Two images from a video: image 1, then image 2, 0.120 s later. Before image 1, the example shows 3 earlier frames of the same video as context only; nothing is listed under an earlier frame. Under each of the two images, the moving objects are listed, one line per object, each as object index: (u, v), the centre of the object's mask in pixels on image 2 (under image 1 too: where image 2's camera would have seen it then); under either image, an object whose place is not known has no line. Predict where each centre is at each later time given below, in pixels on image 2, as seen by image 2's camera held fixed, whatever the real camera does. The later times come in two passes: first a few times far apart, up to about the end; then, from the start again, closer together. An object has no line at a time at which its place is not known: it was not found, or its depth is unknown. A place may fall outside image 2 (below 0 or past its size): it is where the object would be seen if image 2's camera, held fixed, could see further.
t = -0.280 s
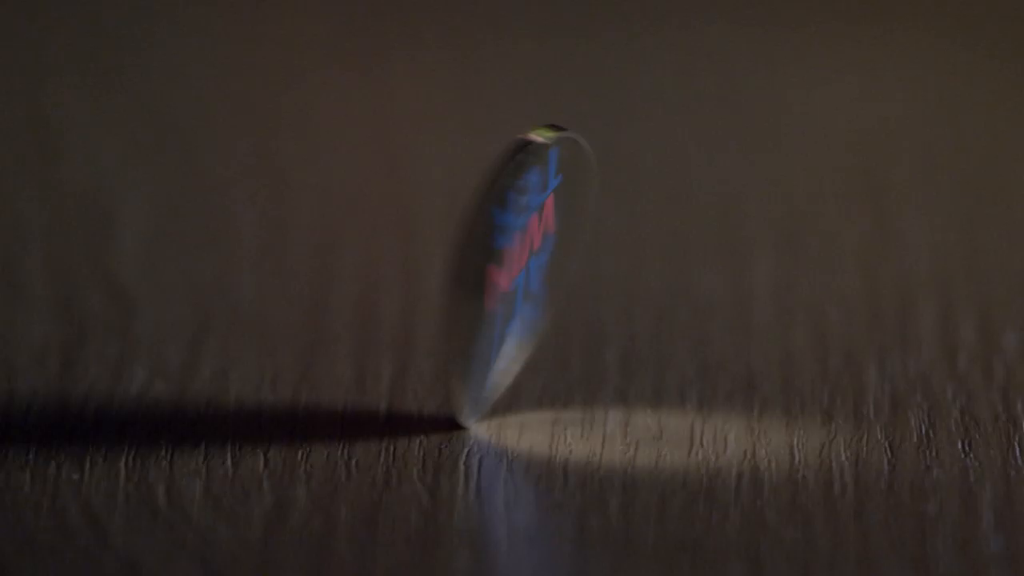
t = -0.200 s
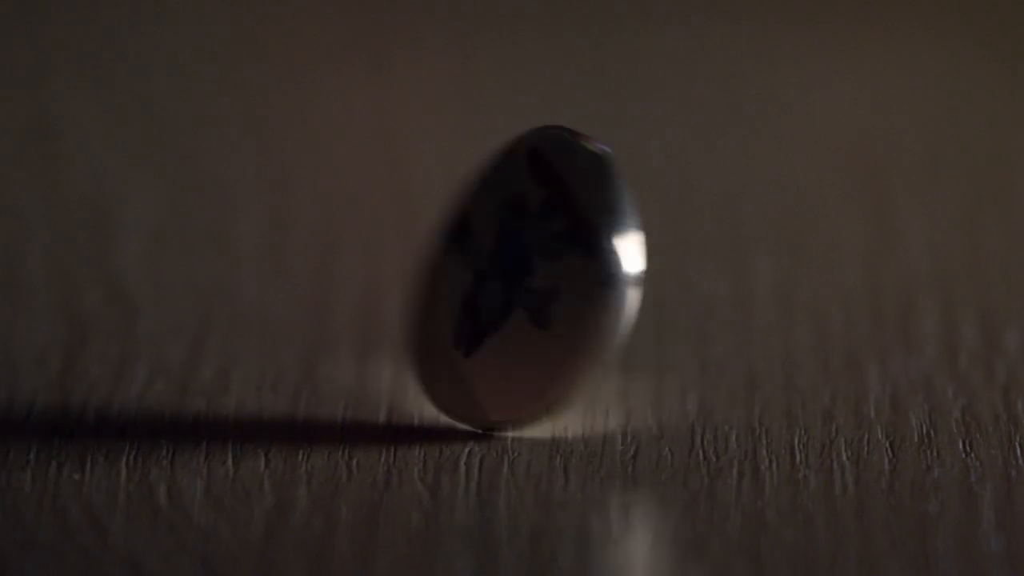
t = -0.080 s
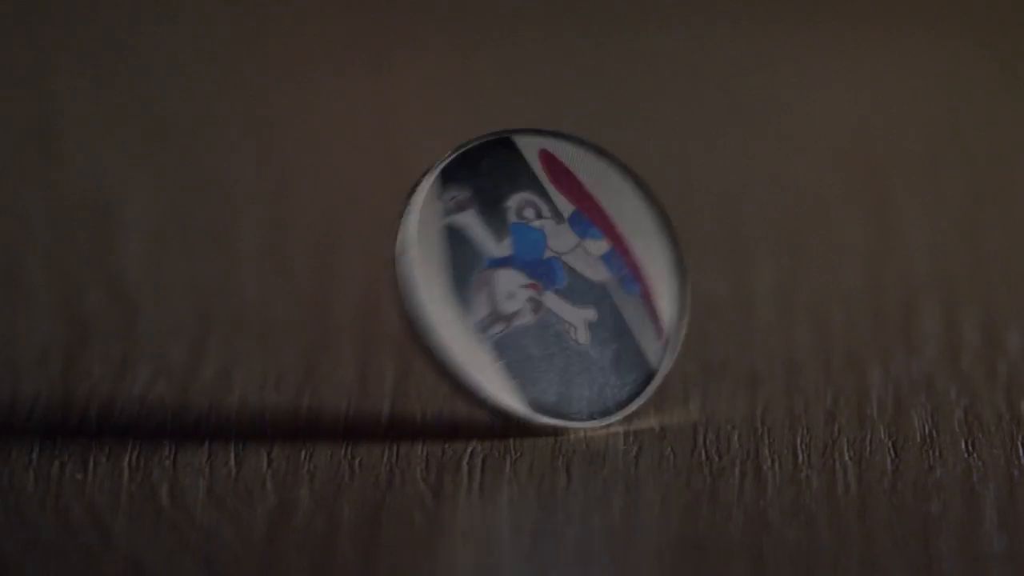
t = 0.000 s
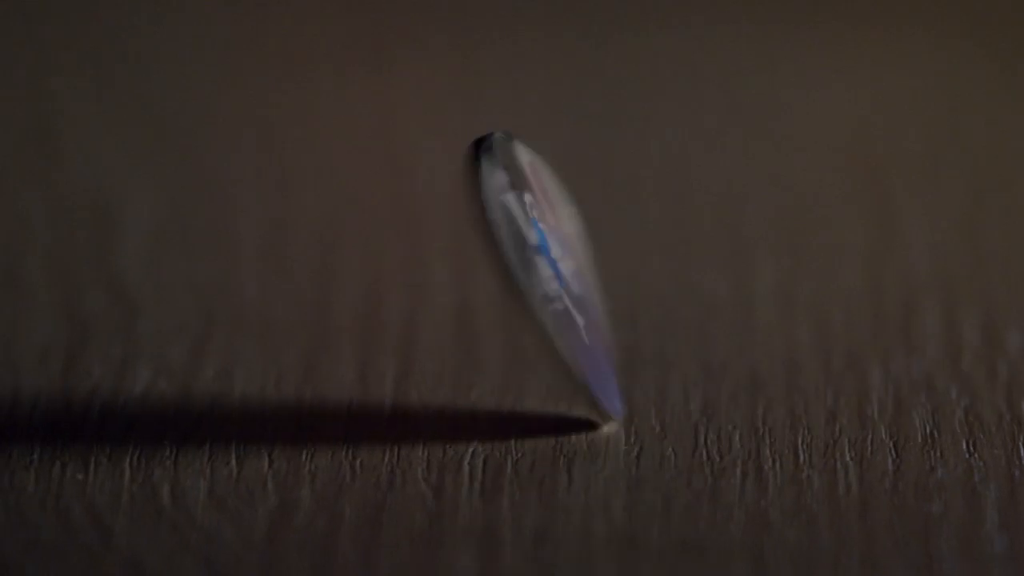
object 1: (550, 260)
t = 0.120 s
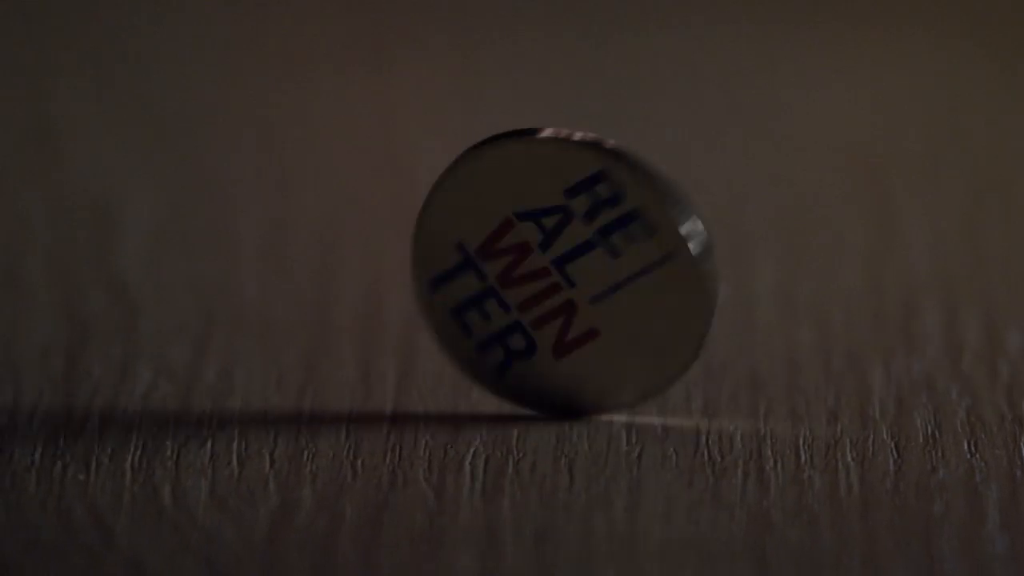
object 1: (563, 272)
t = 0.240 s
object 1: (578, 265)
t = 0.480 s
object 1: (598, 272)
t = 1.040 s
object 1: (606, 258)
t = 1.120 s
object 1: (600, 247)
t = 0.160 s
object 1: (568, 269)
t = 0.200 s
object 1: (569, 267)
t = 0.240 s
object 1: (578, 265)
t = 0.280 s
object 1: (583, 252)
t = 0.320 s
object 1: (581, 274)
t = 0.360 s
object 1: (588, 274)
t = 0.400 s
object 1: (586, 271)
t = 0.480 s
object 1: (598, 272)
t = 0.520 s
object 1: (601, 265)
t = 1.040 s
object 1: (606, 258)
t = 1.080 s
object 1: (607, 254)
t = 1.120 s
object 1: (600, 247)
